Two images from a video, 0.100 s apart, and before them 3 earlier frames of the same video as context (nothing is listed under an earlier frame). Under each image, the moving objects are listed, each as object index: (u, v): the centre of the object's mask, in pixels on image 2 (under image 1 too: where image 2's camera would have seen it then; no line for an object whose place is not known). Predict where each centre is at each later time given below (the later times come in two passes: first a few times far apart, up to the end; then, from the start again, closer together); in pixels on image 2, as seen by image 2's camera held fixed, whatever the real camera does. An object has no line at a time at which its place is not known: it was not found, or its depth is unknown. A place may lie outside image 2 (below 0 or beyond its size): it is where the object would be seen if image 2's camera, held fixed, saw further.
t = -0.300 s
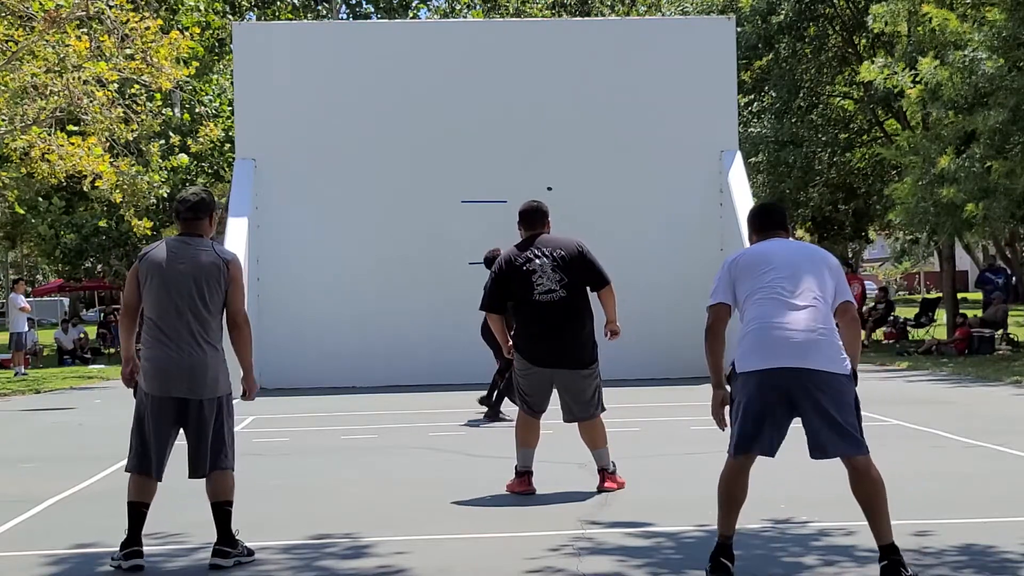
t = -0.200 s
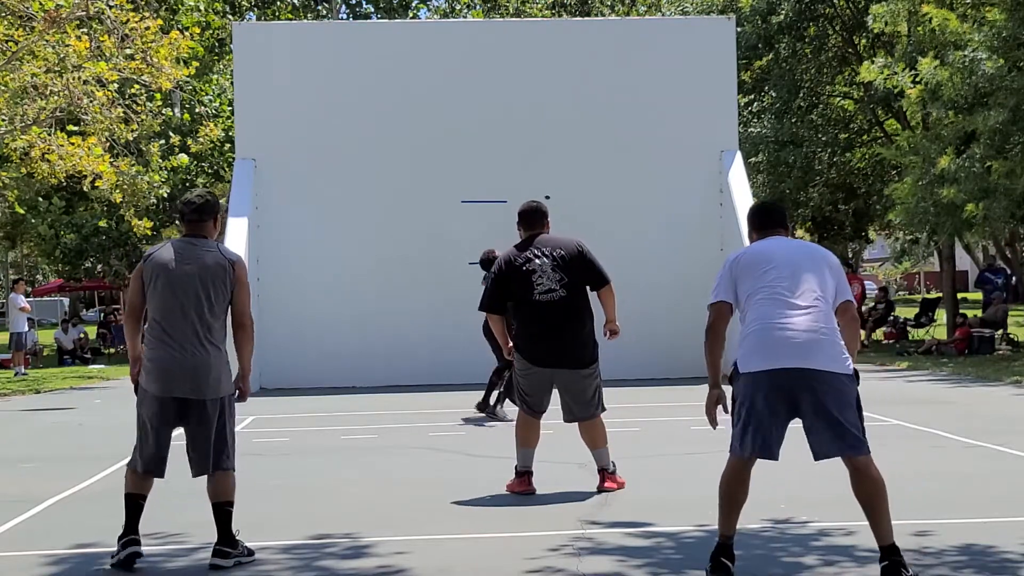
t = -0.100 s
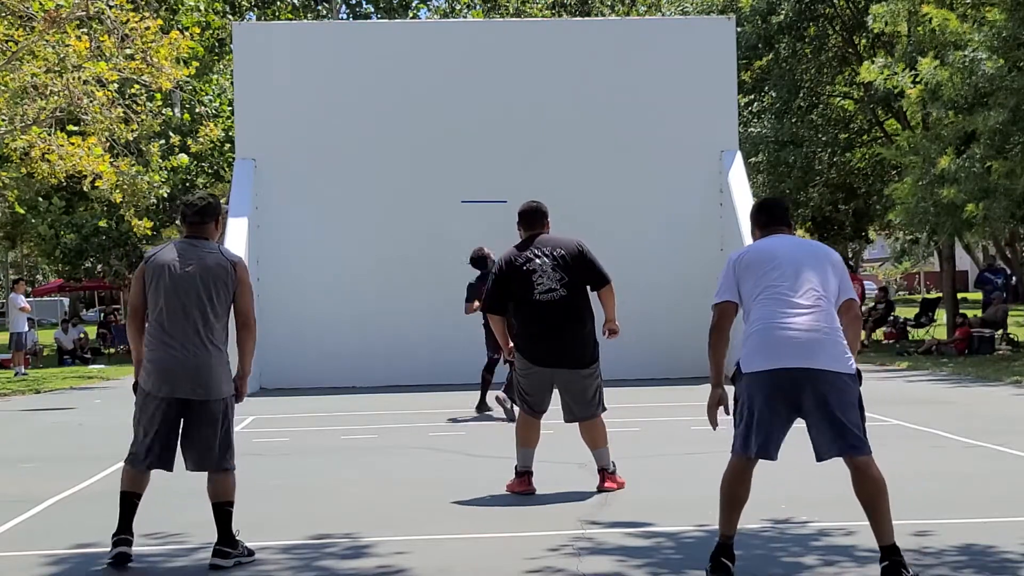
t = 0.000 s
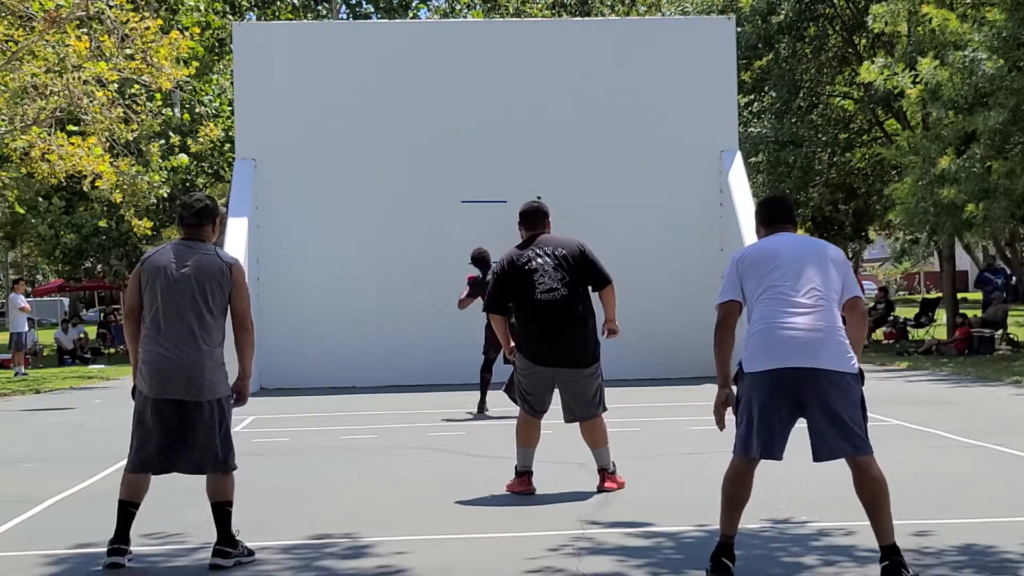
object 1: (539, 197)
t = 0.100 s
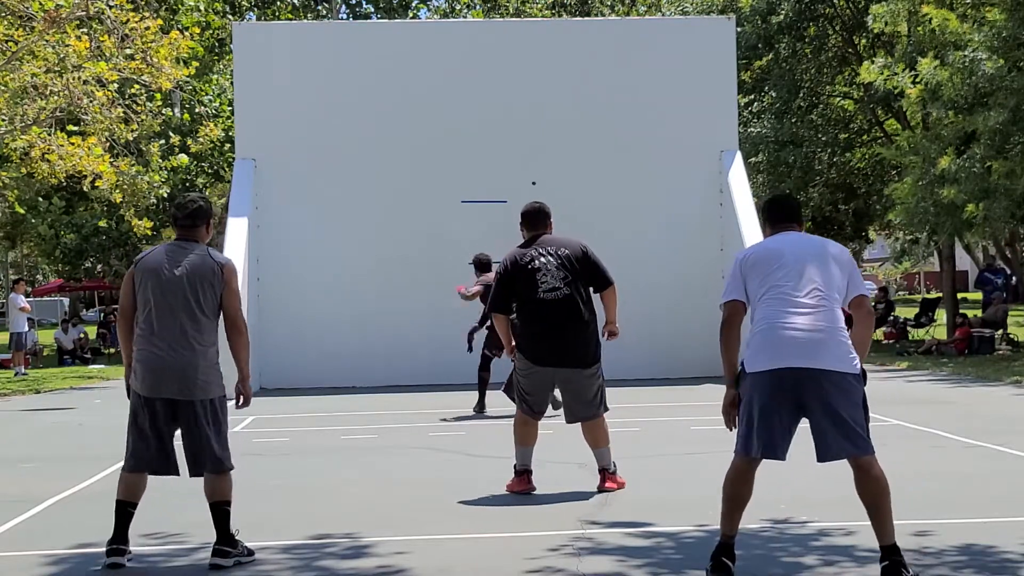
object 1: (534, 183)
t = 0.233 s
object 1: (550, 161)
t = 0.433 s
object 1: (590, 143)
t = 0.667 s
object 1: (657, 165)
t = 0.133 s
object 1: (535, 179)
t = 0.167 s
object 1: (539, 173)
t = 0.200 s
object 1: (545, 167)
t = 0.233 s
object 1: (550, 161)
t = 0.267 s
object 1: (556, 156)
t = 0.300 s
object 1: (562, 153)
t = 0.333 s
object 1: (569, 149)
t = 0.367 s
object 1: (576, 146)
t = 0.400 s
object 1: (583, 144)
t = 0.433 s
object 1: (590, 143)
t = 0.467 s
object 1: (598, 142)
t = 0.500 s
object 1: (607, 144)
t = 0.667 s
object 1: (657, 165)
